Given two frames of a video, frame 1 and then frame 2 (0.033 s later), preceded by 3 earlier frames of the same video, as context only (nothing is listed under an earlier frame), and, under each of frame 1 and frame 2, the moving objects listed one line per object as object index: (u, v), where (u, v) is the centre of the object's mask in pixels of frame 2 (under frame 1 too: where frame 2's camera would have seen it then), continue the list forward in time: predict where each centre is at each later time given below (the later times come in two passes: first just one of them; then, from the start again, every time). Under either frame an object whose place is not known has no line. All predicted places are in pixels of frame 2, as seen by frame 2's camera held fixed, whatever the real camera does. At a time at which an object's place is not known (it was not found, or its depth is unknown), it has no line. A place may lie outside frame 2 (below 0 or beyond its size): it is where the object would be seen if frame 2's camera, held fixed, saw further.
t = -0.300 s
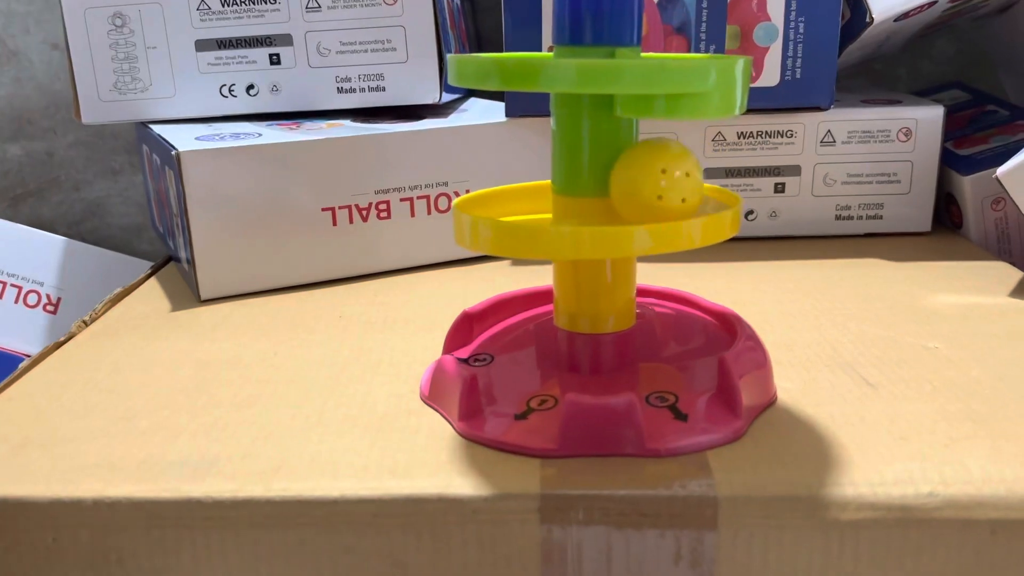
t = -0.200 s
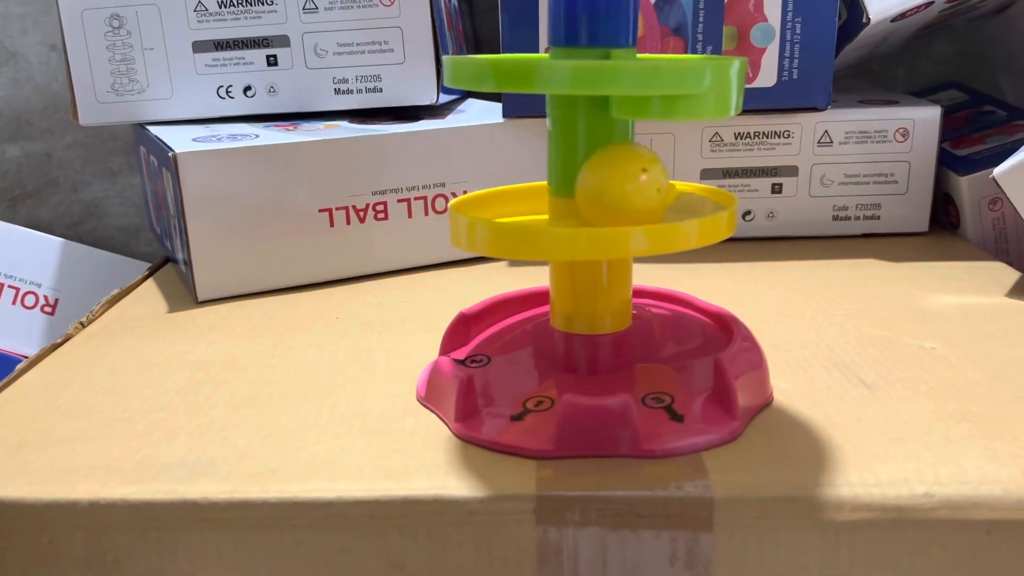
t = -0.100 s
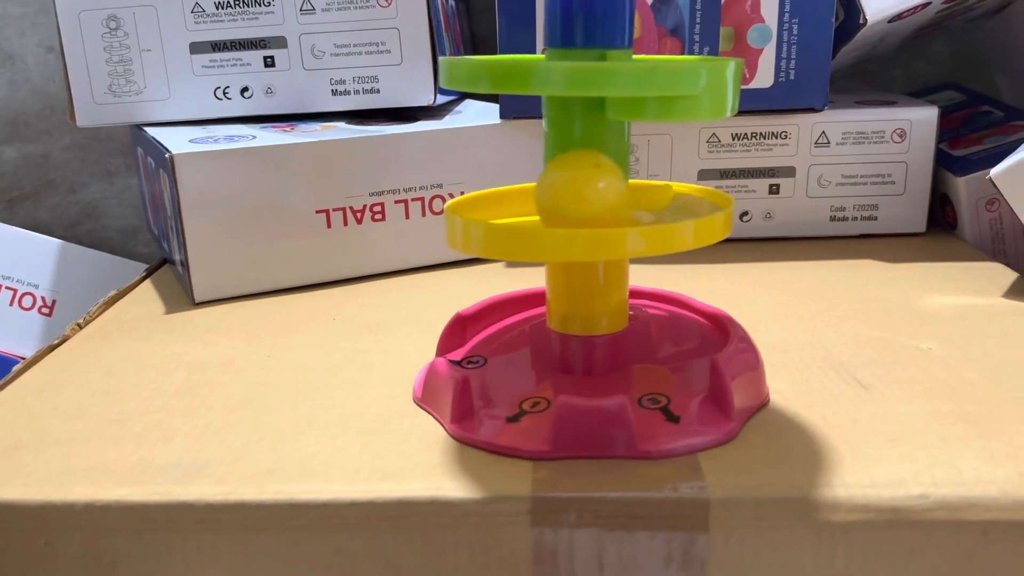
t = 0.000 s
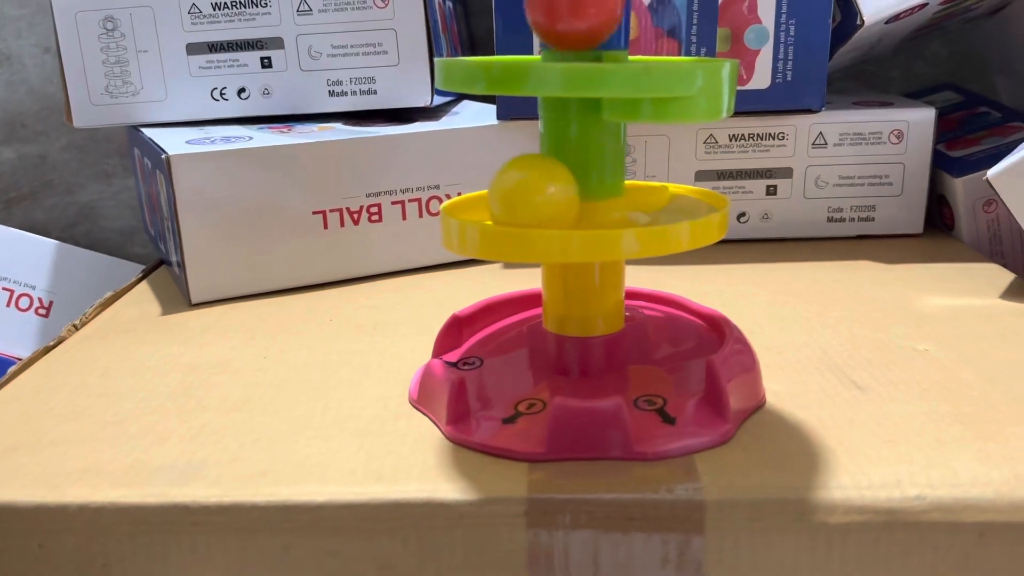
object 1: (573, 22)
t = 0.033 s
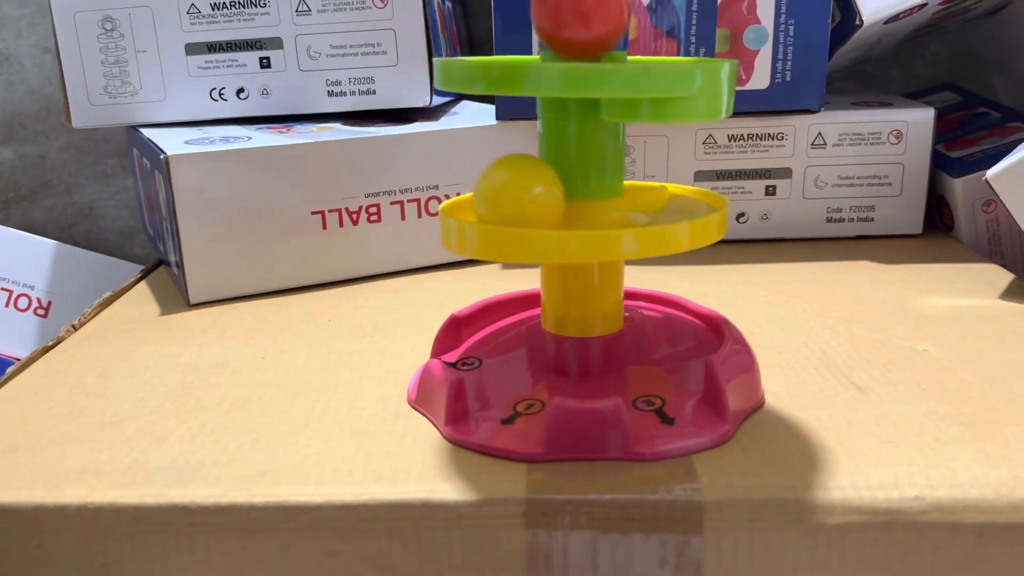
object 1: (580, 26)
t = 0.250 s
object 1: (536, 26)
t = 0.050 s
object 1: (580, 28)
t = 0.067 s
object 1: (577, 29)
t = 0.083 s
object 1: (573, 29)
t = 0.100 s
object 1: (569, 29)
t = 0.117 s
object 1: (565, 29)
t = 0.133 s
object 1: (562, 29)
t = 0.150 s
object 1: (559, 28)
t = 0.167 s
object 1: (556, 28)
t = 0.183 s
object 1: (552, 27)
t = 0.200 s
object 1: (548, 27)
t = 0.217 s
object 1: (544, 26)
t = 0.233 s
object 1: (540, 26)
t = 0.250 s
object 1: (536, 26)
